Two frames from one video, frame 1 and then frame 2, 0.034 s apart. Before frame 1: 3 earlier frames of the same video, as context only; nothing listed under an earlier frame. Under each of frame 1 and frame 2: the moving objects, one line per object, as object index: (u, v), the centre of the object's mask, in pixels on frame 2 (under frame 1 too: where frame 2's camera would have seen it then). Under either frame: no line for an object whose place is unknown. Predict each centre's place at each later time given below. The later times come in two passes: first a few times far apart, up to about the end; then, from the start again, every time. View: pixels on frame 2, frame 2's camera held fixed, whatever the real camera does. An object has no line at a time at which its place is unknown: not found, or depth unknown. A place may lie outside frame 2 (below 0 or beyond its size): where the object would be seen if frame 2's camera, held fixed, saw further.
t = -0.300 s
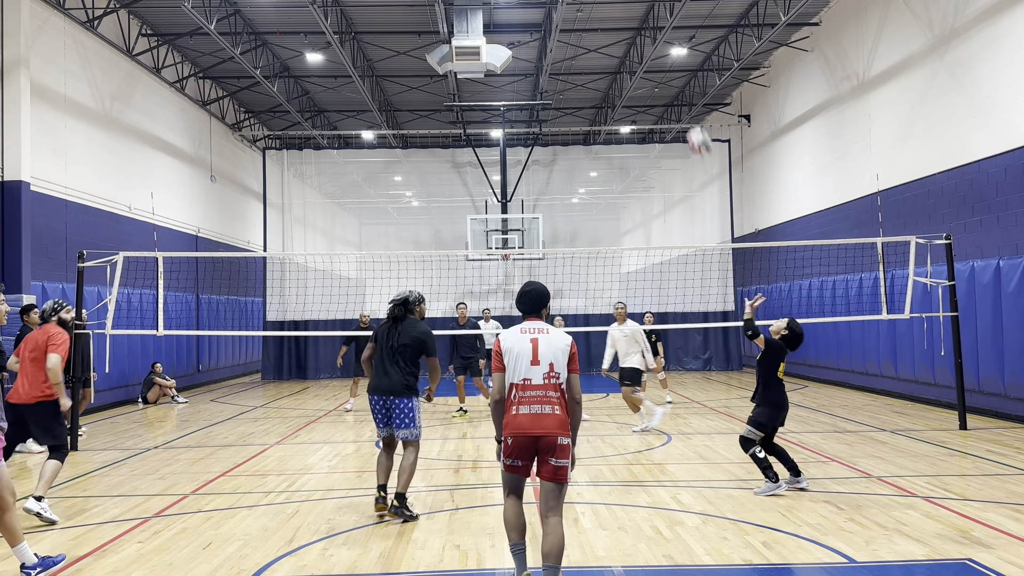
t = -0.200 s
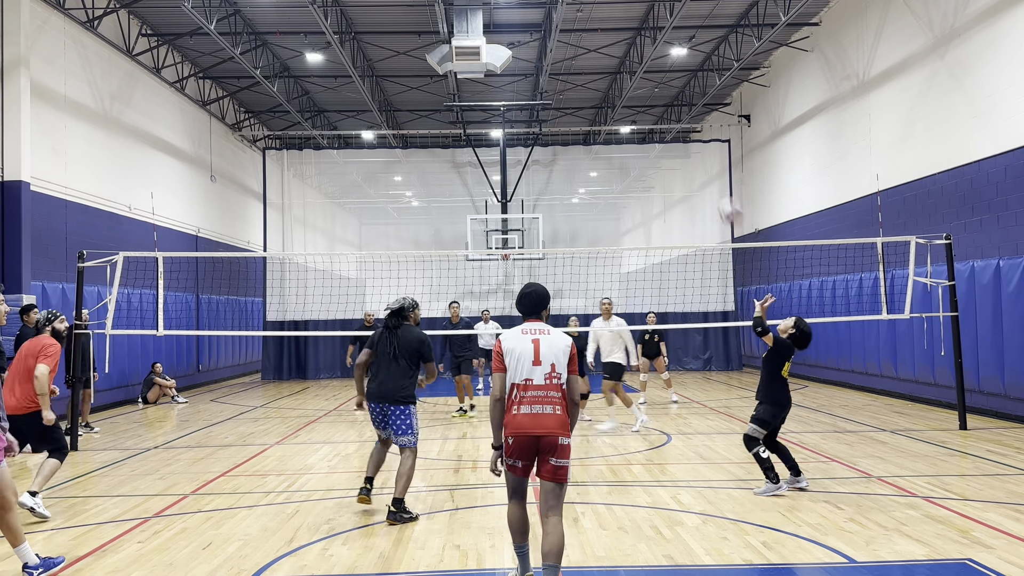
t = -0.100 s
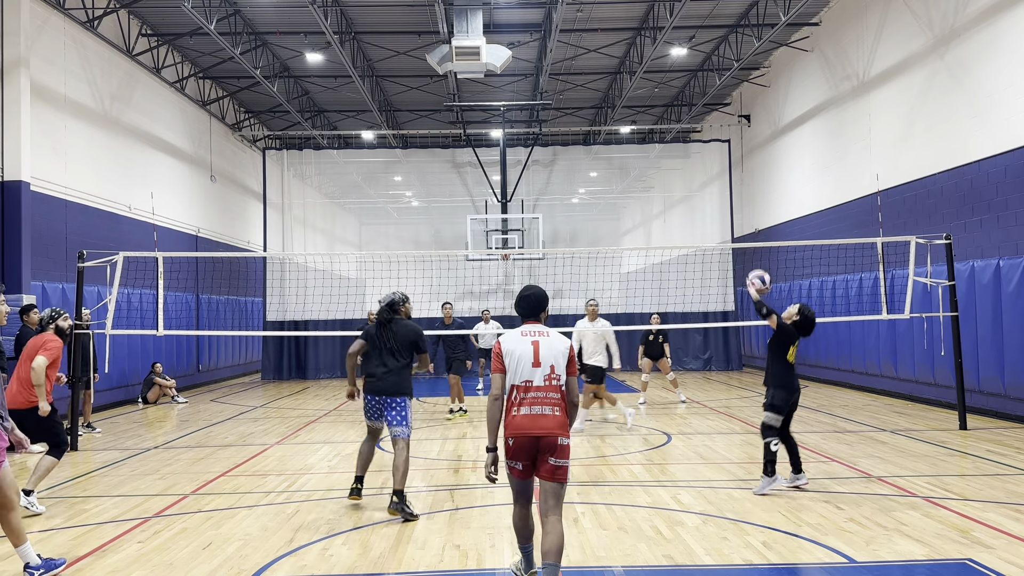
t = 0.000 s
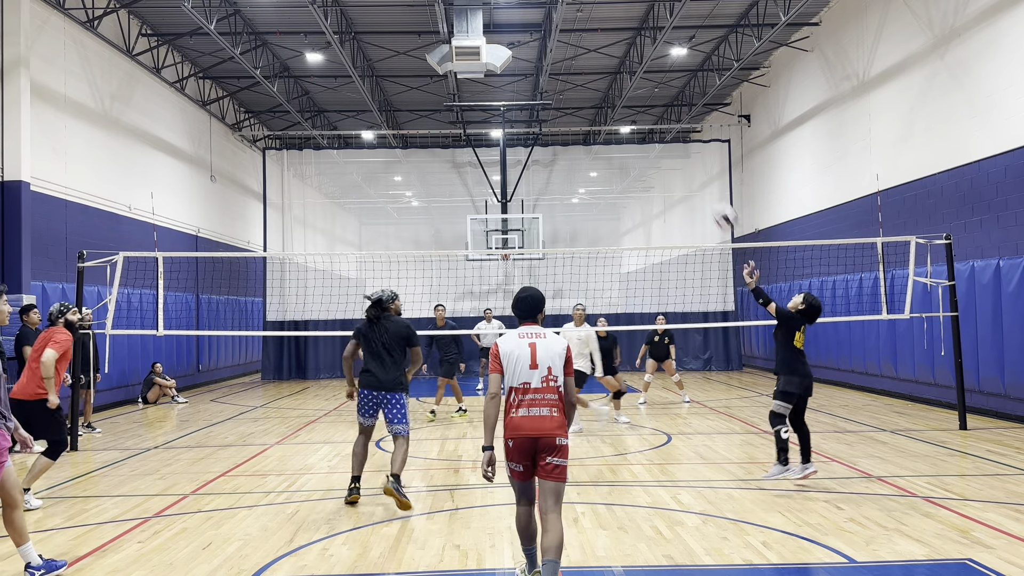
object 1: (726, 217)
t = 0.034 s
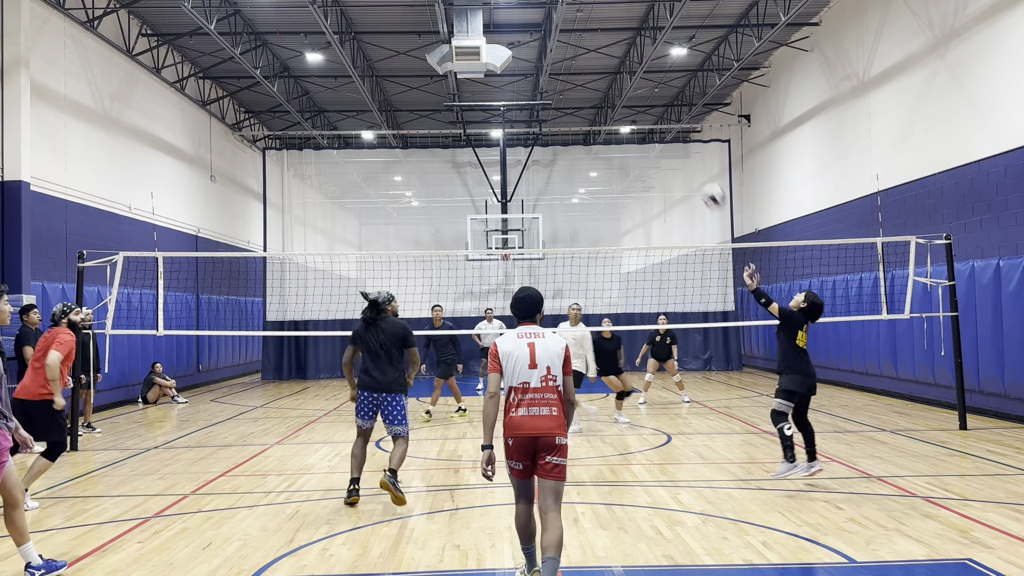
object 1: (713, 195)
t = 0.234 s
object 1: (650, 109)
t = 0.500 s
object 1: (578, 64)
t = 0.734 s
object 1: (524, 85)
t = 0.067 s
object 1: (702, 177)
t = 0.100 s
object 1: (691, 159)
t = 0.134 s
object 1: (681, 145)
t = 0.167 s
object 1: (670, 131)
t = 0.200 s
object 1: (660, 119)
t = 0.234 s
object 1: (650, 109)
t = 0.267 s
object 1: (640, 98)
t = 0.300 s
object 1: (631, 89)
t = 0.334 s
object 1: (622, 82)
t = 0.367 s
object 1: (613, 76)
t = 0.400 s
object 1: (604, 71)
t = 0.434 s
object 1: (595, 68)
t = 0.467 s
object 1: (587, 66)
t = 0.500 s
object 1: (578, 64)
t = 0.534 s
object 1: (570, 64)
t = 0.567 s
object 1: (562, 65)
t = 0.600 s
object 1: (554, 67)
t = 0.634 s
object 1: (546, 70)
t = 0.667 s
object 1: (539, 74)
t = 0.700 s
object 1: (532, 79)
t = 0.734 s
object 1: (524, 85)
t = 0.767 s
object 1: (517, 91)
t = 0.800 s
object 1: (511, 99)
